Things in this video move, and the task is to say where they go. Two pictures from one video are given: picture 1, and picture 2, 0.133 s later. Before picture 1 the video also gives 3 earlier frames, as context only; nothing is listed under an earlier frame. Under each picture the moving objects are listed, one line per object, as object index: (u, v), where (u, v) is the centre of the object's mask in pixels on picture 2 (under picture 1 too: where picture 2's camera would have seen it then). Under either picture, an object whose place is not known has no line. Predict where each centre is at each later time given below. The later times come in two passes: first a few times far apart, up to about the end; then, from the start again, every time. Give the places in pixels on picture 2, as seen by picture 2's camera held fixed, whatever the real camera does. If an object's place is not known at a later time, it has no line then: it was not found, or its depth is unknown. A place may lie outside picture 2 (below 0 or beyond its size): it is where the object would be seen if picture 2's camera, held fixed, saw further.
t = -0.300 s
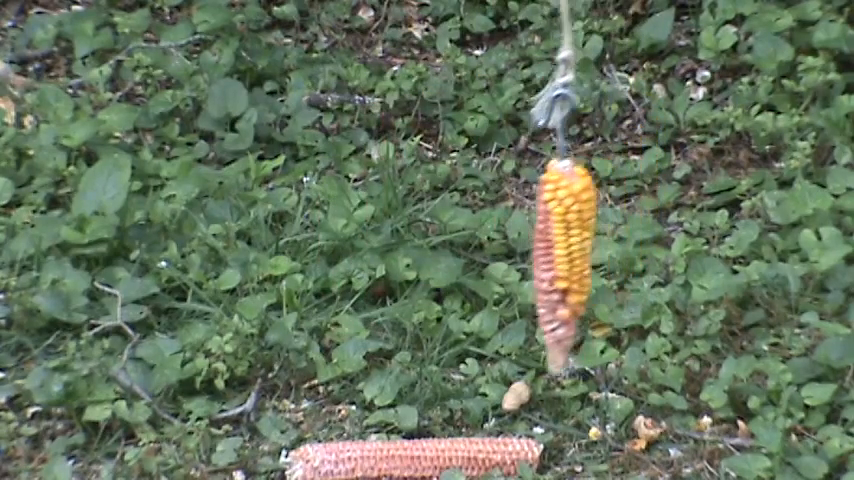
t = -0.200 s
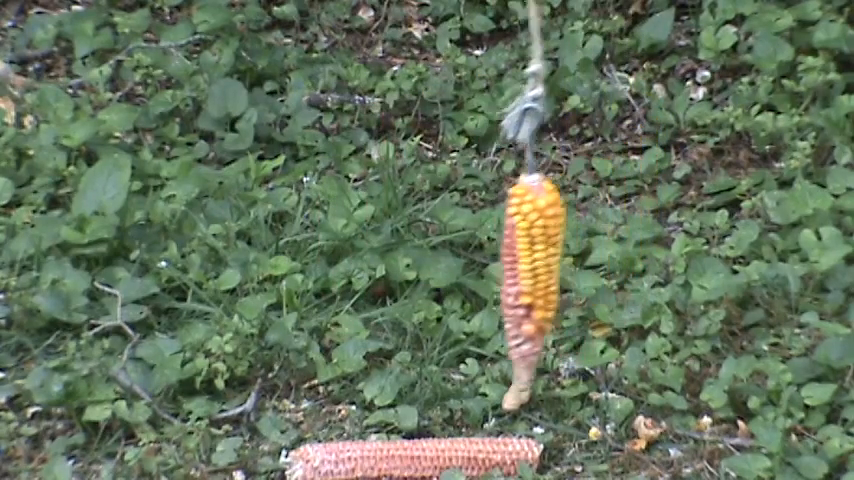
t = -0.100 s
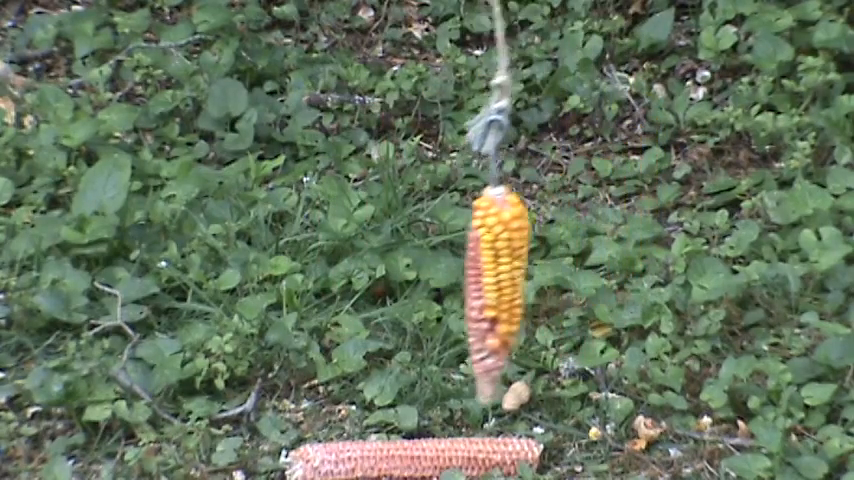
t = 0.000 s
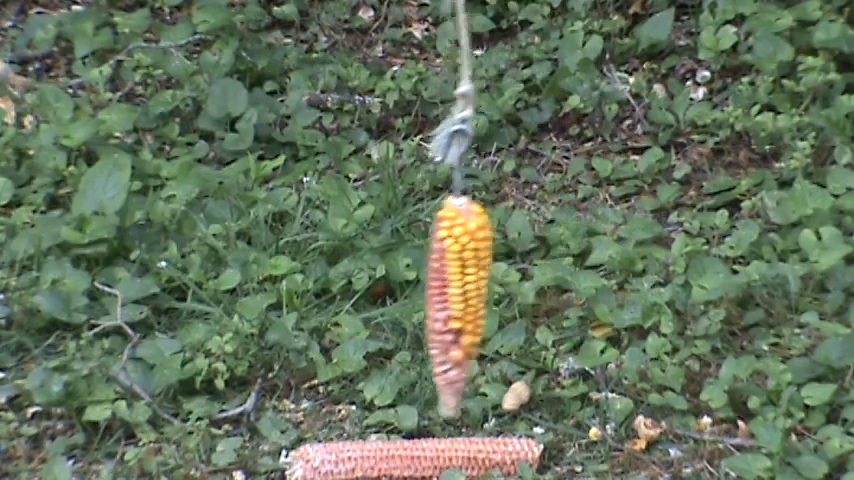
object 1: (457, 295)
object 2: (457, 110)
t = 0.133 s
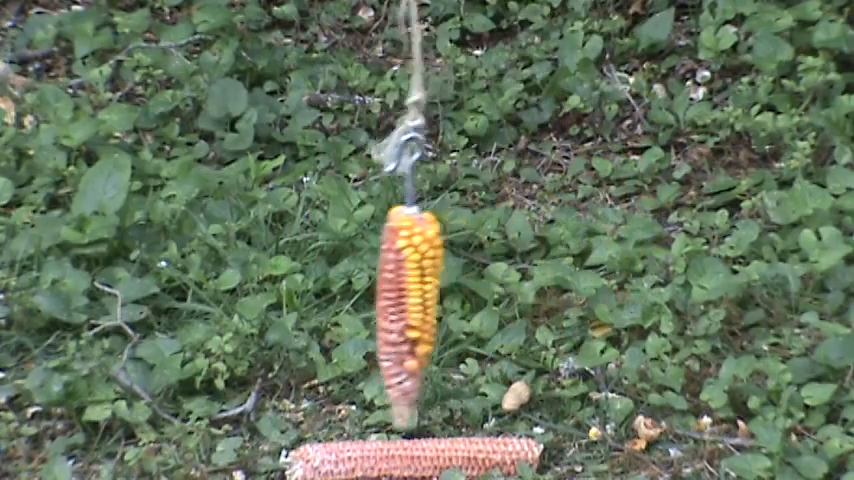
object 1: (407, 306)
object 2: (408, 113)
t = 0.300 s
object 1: (353, 307)
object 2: (355, 113)
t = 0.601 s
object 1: (290, 294)
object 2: (296, 109)
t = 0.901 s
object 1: (298, 259)
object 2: (304, 88)
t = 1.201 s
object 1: (368, 214)
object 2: (367, 60)
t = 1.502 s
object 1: (469, 175)
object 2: (462, 38)
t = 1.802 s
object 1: (560, 158)
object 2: (552, 26)
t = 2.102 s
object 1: (614, 173)
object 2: (606, 35)
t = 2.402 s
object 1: (611, 212)
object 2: (602, 60)
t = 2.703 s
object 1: (545, 261)
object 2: (541, 93)
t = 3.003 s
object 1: (444, 293)
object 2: (445, 107)
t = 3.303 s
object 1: (349, 302)
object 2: (352, 111)
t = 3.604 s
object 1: (298, 286)
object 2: (303, 103)
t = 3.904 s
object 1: (310, 251)
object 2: (315, 82)
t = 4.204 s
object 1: (380, 208)
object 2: (379, 57)
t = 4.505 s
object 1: (475, 175)
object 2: (469, 38)
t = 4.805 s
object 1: (559, 163)
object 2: (550, 28)
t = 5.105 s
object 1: (607, 181)
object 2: (600, 40)
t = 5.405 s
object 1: (601, 220)
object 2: (593, 66)
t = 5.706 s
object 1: (537, 264)
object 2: (532, 97)
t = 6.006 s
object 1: (442, 294)
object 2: (443, 109)
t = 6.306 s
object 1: (355, 298)
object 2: (358, 110)
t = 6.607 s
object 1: (311, 280)
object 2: (315, 100)
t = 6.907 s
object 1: (326, 243)
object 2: (330, 81)
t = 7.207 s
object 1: (393, 204)
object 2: (393, 52)
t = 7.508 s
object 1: (482, 174)
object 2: (475, 37)
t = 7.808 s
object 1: (559, 167)
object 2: (550, 31)
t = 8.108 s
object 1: (599, 187)
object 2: (591, 43)
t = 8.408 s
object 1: (588, 226)
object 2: (581, 70)
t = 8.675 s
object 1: (534, 262)
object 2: (529, 94)
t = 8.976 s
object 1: (445, 290)
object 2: (446, 109)
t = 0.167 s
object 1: (396, 305)
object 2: (397, 113)
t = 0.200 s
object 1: (384, 307)
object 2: (385, 111)
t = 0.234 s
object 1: (373, 306)
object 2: (375, 113)
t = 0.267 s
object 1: (362, 308)
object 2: (364, 114)
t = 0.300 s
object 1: (353, 307)
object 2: (355, 113)
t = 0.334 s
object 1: (343, 308)
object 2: (345, 114)
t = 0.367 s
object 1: (334, 307)
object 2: (337, 112)
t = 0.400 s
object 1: (325, 306)
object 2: (328, 112)
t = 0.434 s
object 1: (317, 305)
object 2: (321, 112)
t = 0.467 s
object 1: (310, 304)
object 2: (314, 110)
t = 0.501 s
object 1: (304, 302)
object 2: (309, 110)
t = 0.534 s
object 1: (298, 299)
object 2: (303, 109)
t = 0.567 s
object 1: (294, 297)
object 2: (299, 109)
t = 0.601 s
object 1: (290, 294)
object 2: (296, 109)
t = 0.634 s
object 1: (287, 292)
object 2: (293, 104)
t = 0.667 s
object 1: (285, 288)
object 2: (291, 101)
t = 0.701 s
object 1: (285, 285)
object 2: (291, 101)
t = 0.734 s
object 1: (285, 281)
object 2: (291, 97)
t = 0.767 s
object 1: (285, 277)
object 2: (292, 94)
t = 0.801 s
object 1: (287, 273)
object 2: (294, 95)
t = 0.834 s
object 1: (290, 269)
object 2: (297, 94)
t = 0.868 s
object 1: (293, 264)
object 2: (300, 88)
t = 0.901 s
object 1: (298, 259)
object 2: (304, 88)
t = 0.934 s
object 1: (303, 254)
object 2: (309, 83)
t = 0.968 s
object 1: (309, 249)
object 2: (314, 82)
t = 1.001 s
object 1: (315, 245)
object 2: (319, 79)
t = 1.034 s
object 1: (322, 239)
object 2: (326, 78)
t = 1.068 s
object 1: (330, 233)
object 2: (333, 74)
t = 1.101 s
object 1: (339, 228)
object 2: (341, 72)
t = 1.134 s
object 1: (349, 223)
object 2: (349, 68)
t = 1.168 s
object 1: (358, 218)
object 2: (359, 64)
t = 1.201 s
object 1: (368, 214)
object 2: (367, 60)
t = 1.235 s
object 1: (379, 209)
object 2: (377, 58)
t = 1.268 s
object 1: (390, 203)
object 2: (389, 54)
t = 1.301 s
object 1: (401, 199)
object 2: (399, 50)
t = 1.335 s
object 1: (412, 194)
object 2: (409, 49)
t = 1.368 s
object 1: (423, 189)
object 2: (420, 47)
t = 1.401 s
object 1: (435, 186)
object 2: (431, 46)
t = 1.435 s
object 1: (446, 182)
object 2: (441, 45)
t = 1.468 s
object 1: (457, 178)
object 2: (451, 43)
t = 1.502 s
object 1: (469, 175)
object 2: (462, 38)
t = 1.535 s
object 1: (480, 172)
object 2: (475, 35)
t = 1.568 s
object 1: (491, 169)
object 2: (485, 33)
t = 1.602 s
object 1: (502, 167)
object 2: (495, 33)
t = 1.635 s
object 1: (512, 164)
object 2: (504, 30)
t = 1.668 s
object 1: (523, 162)
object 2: (516, 27)
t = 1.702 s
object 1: (532, 161)
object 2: (525, 27)
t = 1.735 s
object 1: (542, 159)
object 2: (533, 28)
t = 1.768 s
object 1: (551, 158)
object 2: (542, 27)
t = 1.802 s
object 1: (560, 158)
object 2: (552, 26)
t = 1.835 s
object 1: (569, 158)
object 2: (562, 28)
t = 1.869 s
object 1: (577, 160)
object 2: (568, 28)
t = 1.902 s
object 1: (584, 160)
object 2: (575, 27)
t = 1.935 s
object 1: (590, 161)
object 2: (582, 26)
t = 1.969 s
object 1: (596, 163)
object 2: (588, 28)
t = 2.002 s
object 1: (602, 165)
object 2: (593, 29)
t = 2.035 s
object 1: (607, 167)
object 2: (598, 30)
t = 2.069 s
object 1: (611, 170)
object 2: (601, 32)
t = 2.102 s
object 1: (614, 173)
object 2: (606, 35)
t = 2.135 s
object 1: (617, 177)
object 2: (607, 38)
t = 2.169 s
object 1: (619, 181)
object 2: (609, 41)
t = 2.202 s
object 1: (620, 185)
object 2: (610, 43)
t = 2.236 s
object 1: (620, 189)
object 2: (611, 45)
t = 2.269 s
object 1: (620, 193)
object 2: (611, 47)
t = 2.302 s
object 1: (619, 197)
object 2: (610, 50)
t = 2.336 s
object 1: (617, 203)
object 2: (608, 54)
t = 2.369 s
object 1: (615, 207)
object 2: (606, 58)
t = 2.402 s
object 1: (611, 212)
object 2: (602, 60)
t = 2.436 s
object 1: (606, 218)
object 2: (598, 64)
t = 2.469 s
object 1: (601, 224)
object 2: (593, 69)
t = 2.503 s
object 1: (595, 229)
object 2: (589, 73)
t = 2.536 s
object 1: (589, 234)
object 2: (581, 76)
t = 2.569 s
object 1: (581, 239)
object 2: (574, 77)
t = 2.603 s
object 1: (573, 245)
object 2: (567, 81)
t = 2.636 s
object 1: (564, 251)
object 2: (558, 86)
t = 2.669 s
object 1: (555, 257)
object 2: (549, 89)
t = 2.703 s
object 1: (545, 261)
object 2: (541, 93)
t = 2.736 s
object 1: (535, 265)
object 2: (532, 96)
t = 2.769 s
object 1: (525, 271)
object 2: (522, 96)
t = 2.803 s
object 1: (514, 274)
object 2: (511, 98)
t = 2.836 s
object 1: (503, 278)
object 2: (501, 100)
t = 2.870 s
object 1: (491, 281)
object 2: (490, 102)
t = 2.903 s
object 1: (479, 285)
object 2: (478, 99)
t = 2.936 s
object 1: (467, 288)
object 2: (468, 106)
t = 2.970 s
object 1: (456, 291)
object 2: (457, 107)
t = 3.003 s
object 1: (444, 293)
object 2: (445, 107)
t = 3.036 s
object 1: (432, 296)
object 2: (435, 110)
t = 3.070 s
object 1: (420, 298)
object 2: (422, 108)
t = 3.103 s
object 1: (410, 301)
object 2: (412, 109)
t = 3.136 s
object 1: (398, 301)
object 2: (400, 112)
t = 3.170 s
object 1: (388, 302)
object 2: (389, 110)
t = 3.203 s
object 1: (377, 302)
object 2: (379, 105)
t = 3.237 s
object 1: (367, 302)
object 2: (370, 109)
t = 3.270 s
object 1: (358, 303)
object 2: (361, 109)
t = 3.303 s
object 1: (349, 302)
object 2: (352, 111)
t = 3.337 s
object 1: (341, 302)
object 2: (344, 112)
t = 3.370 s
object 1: (333, 301)
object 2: (336, 109)
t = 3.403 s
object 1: (326, 299)
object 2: (329, 109)
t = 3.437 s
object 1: (319, 298)
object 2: (323, 108)
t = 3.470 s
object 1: (314, 296)
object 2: (317, 108)
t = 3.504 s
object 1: (308, 294)
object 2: (312, 107)
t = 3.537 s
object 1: (304, 292)
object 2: (308, 105)
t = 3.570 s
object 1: (300, 289)
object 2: (305, 105)
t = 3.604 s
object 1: (298, 286)
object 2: (303, 103)
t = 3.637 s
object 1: (296, 283)
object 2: (300, 108)
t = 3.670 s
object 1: (295, 281)
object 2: (300, 103)
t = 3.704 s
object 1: (295, 277)
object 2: (300, 100)
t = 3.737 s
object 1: (295, 274)
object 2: (300, 97)
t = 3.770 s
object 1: (296, 270)
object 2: (302, 94)
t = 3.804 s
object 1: (299, 266)
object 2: (304, 92)
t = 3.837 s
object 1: (302, 261)
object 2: (307, 88)
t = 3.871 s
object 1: (306, 256)
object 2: (311, 84)
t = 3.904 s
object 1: (310, 251)
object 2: (315, 82)
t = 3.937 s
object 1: (316, 246)
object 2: (320, 79)
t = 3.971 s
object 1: (322, 241)
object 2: (326, 77)
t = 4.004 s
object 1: (329, 236)
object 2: (333, 74)
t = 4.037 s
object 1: (336, 232)
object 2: (339, 70)
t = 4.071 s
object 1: (343, 227)
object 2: (346, 67)
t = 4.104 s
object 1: (352, 222)
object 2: (353, 64)
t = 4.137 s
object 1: (361, 217)
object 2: (362, 61)
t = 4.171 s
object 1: (370, 213)
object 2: (370, 58)
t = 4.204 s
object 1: (380, 208)
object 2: (379, 57)
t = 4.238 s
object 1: (389, 204)
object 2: (388, 55)
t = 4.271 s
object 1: (400, 200)
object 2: (399, 50)
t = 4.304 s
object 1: (411, 195)
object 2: (408, 48)
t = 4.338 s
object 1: (421, 191)
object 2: (418, 45)
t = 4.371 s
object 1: (432, 187)
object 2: (428, 38)
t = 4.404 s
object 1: (443, 185)
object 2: (439, 46)
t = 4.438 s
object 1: (453, 181)
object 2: (448, 40)
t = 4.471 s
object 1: (464, 178)
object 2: (458, 39)
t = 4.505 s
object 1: (475, 175)
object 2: (469, 38)
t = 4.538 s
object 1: (485, 171)
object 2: (479, 34)
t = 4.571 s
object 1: (496, 169)
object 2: (489, 35)
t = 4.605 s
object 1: (506, 168)
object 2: (499, 34)
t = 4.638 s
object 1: (516, 166)
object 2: (508, 32)
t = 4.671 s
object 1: (525, 165)
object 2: (517, 30)
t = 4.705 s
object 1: (533, 165)
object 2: (525, 27)
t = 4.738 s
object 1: (543, 164)
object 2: (534, 30)
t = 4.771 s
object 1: (551, 162)
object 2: (541, 29)
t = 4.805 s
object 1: (559, 163)
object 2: (550, 28)
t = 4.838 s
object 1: (567, 164)
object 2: (558, 29)
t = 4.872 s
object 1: (574, 165)
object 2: (566, 31)
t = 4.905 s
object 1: (580, 166)
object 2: (571, 32)
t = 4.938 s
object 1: (586, 167)
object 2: (579, 31)
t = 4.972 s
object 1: (592, 170)
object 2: (584, 31)
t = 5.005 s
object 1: (596, 172)
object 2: (589, 33)
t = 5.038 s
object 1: (600, 174)
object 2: (593, 34)
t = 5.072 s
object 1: (604, 177)
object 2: (597, 37)
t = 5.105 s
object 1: (607, 181)
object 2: (600, 40)
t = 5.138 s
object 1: (609, 185)
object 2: (601, 41)
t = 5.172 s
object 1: (610, 188)
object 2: (603, 46)
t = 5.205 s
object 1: (611, 192)
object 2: (604, 48)
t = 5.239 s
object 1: (611, 197)
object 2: (604, 51)
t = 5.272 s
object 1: (611, 201)
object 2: (603, 53)
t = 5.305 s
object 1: (609, 206)
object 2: (601, 56)
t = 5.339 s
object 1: (607, 210)
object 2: (599, 59)
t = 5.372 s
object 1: (604, 215)
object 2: (596, 62)
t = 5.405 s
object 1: (601, 220)
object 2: (593, 66)
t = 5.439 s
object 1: (596, 225)
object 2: (590, 71)
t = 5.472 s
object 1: (591, 230)
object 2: (584, 74)
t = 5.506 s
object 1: (585, 235)
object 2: (577, 76)
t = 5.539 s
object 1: (578, 239)
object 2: (571, 79)
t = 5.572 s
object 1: (571, 244)
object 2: (564, 83)
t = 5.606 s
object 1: (564, 249)
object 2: (557, 88)
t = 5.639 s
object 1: (555, 255)
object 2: (549, 91)
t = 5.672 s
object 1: (546, 258)
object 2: (541, 94)
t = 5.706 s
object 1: (537, 264)
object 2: (532, 97)
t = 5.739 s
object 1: (527, 267)
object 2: (523, 97)
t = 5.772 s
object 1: (517, 272)
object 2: (514, 99)
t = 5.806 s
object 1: (507, 276)
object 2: (505, 102)
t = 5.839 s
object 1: (496, 279)
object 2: (495, 103)
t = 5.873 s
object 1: (485, 282)
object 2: (484, 106)
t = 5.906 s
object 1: (475, 286)
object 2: (474, 106)
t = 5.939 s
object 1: (463, 289)
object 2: (464, 108)
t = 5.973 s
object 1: (453, 291)
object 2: (454, 110)
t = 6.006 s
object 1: (442, 294)
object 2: (443, 109)
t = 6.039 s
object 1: (431, 295)
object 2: (433, 111)
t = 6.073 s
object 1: (420, 297)
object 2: (423, 111)
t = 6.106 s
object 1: (410, 297)
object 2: (412, 108)
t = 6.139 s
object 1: (400, 297)
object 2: (403, 108)
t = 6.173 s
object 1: (389, 298)
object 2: (393, 114)
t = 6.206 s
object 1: (381, 298)
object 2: (384, 115)
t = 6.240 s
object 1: (371, 299)
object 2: (374, 109)
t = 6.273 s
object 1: (363, 299)
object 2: (366, 107)
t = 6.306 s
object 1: (355, 298)
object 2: (358, 110)
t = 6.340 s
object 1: (347, 297)
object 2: (350, 110)
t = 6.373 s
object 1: (341, 296)
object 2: (344, 113)
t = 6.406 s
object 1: (334, 294)
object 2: (338, 112)
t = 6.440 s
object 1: (329, 292)
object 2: (332, 106)
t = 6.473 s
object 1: (324, 290)
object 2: (327, 104)
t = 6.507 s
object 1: (320, 287)
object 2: (323, 103)
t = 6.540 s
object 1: (317, 285)
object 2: (320, 102)
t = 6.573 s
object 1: (314, 282)
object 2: (317, 100)
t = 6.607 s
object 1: (311, 280)
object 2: (315, 100)
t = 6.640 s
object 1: (310, 276)
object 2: (314, 98)
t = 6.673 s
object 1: (310, 273)
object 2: (314, 97)
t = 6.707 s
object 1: (310, 270)
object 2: (314, 96)
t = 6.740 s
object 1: (311, 266)
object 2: (314, 95)
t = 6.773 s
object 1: (312, 262)
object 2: (317, 92)
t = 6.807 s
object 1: (315, 258)
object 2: (319, 90)
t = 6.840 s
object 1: (317, 254)
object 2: (322, 87)
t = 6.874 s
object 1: (322, 249)
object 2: (326, 84)
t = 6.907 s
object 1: (326, 243)
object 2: (330, 81)
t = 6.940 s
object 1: (332, 240)
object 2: (335, 77)
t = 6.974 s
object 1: (338, 234)
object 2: (341, 73)
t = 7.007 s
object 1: (344, 230)
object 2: (347, 69)
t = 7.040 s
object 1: (351, 225)
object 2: (353, 67)
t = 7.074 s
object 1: (358, 221)
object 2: (361, 64)
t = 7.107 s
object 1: (366, 216)
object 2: (368, 60)
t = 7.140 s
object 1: (375, 212)
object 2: (376, 59)
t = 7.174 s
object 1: (384, 208)
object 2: (384, 56)
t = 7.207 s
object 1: (393, 204)
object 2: (393, 52)
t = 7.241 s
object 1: (402, 201)
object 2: (401, 50)
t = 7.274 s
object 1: (412, 197)
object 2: (410, 47)
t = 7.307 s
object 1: (421, 193)
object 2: (419, 46)
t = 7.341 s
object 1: (431, 189)
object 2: (430, 44)
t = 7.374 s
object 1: (441, 187)
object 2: (438, 46)
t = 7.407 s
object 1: (452, 183)
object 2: (447, 42)
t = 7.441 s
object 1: (462, 180)
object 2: (457, 40)
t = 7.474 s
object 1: (472, 177)
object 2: (464, 38)
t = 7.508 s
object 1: (482, 174)
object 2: (475, 37)
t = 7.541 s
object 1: (492, 172)
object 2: (484, 29)
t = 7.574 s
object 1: (501, 170)
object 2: (494, 33)
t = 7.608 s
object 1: (511, 169)
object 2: (503, 34)
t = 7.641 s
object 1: (520, 169)
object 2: (511, 33)
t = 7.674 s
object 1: (528, 168)
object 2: (520, 31)
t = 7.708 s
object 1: (537, 167)
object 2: (529, 32)
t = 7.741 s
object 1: (545, 167)
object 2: (536, 32)
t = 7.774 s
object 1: (552, 167)
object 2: (543, 30)
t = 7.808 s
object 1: (559, 167)
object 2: (550, 31)
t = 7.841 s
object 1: (565, 169)
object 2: (557, 32)
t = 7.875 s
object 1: (571, 171)
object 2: (564, 34)
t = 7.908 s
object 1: (577, 172)
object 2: (569, 35)
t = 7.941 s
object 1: (582, 173)
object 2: (574, 34)
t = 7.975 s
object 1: (587, 175)
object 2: (579, 35)
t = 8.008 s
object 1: (591, 177)
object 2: (583, 37)
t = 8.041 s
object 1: (594, 181)
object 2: (588, 39)
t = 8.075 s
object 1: (597, 184)
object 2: (590, 41)
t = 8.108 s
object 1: (599, 187)
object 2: (591, 43)
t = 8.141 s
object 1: (600, 191)
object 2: (594, 45)
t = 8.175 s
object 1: (601, 195)
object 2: (594, 46)
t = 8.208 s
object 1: (601, 200)
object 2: (594, 50)
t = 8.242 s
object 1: (601, 203)
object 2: (594, 53)
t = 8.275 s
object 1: (599, 208)
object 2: (592, 56)
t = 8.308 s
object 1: (598, 212)
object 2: (591, 60)
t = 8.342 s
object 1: (595, 217)
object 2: (589, 63)
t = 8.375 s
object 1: (592, 222)
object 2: (586, 68)
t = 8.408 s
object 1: (588, 226)
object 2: (581, 70)
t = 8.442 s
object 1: (583, 231)
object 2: (576, 71)
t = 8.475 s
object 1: (578, 236)
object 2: (571, 76)
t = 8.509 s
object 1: (572, 240)
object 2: (566, 78)
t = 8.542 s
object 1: (566, 244)
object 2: (559, 83)
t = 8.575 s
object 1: (559, 248)
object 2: (552, 86)
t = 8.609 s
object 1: (551, 254)
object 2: (545, 89)
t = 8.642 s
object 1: (543, 258)
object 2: (537, 92)
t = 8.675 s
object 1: (534, 262)
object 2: (529, 94)
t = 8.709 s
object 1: (526, 266)
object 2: (520, 97)
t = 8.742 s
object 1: (516, 270)
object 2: (512, 98)
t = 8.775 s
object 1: (506, 272)
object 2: (503, 102)
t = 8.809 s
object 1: (496, 277)
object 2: (494, 101)
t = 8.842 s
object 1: (487, 280)
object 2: (485, 105)
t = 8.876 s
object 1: (476, 282)
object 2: (475, 106)
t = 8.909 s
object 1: (466, 286)
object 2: (465, 108)
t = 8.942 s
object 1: (455, 288)
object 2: (456, 110)
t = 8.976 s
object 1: (445, 290)
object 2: (446, 109)
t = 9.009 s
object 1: (435, 292)
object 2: (436, 108)
